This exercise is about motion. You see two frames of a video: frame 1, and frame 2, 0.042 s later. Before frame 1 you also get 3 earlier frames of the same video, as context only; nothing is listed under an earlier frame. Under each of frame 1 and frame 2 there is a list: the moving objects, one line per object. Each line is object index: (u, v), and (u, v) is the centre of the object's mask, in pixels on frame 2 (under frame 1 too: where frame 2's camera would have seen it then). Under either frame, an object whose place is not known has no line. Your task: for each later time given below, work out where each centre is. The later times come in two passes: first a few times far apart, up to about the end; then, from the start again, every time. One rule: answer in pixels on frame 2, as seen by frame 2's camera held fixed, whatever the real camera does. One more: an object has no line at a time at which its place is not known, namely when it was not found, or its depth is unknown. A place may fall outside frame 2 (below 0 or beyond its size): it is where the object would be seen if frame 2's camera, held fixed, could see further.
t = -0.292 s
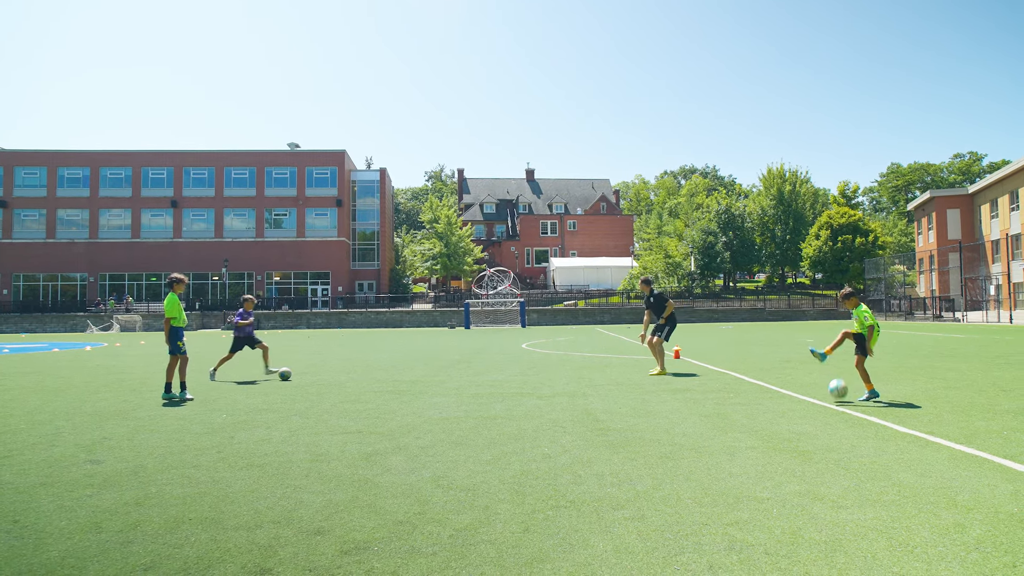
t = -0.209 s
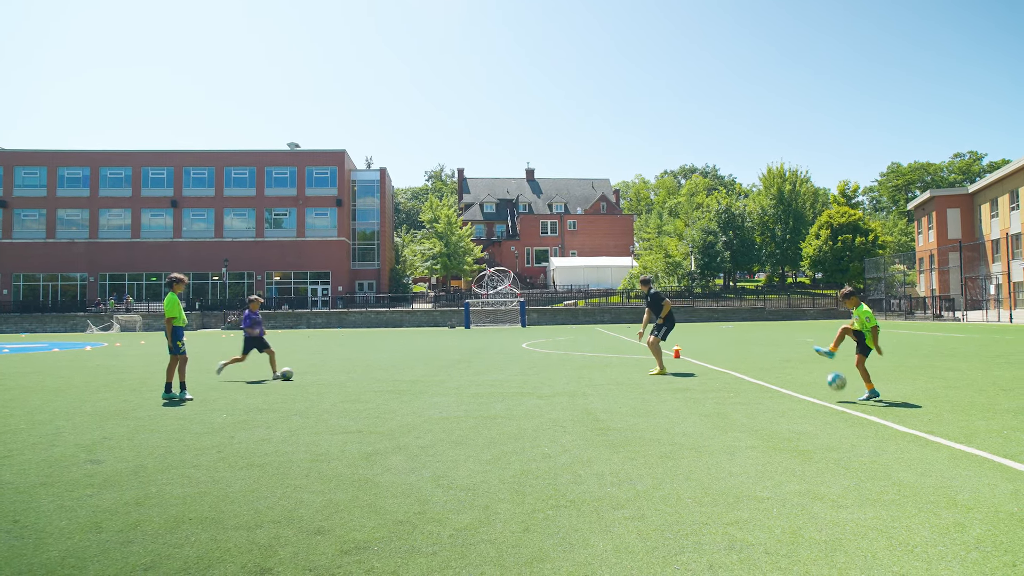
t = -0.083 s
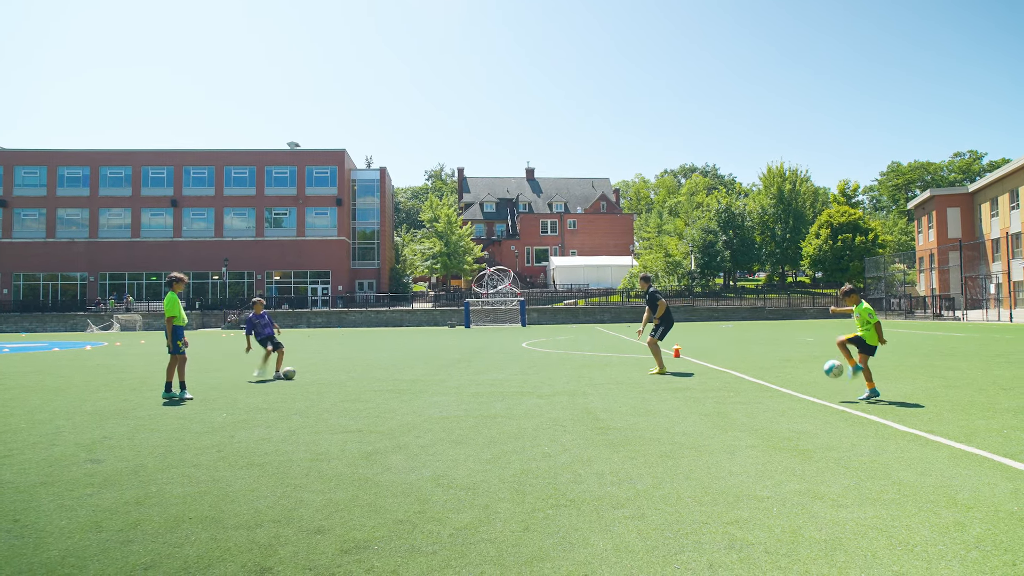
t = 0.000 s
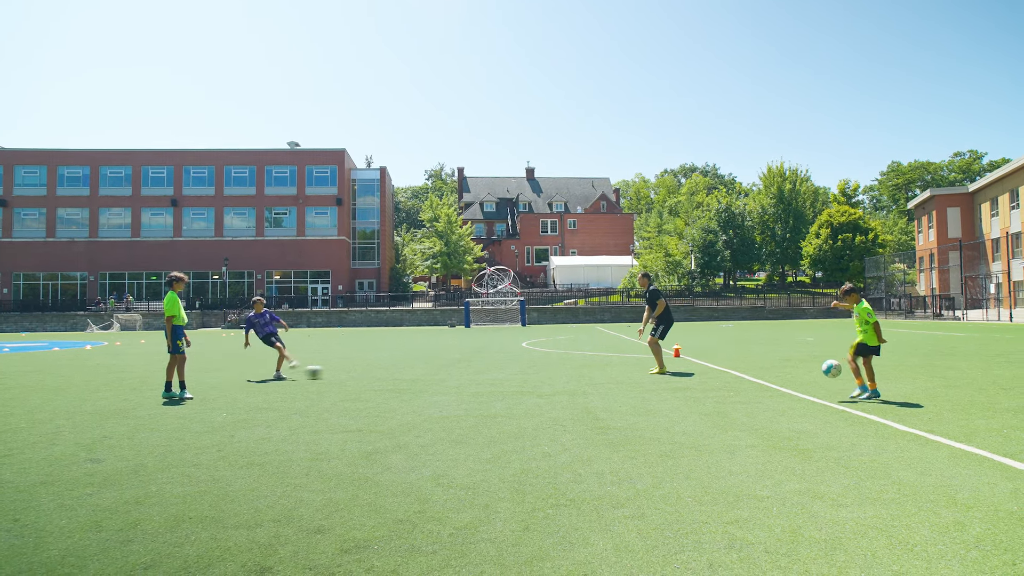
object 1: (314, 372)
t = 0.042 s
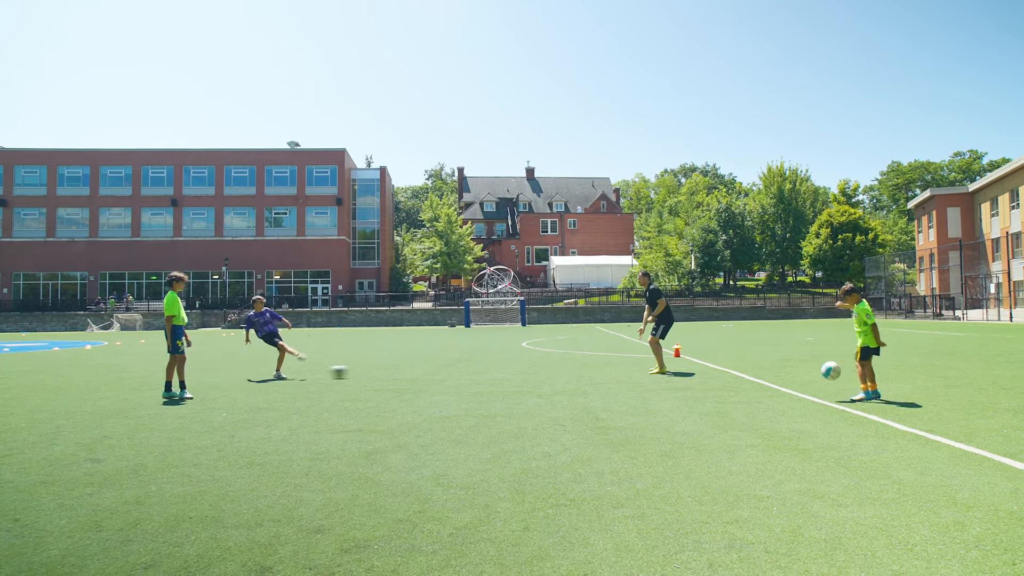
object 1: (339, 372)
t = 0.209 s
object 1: (432, 370)
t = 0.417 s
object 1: (530, 366)
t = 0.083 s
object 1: (362, 371)
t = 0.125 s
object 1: (387, 371)
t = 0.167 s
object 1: (410, 371)
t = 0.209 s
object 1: (432, 370)
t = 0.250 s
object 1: (452, 369)
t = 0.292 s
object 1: (474, 369)
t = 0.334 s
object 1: (494, 370)
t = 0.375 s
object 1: (513, 369)
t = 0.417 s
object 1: (530, 366)
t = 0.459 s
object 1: (547, 365)
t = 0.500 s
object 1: (564, 365)
